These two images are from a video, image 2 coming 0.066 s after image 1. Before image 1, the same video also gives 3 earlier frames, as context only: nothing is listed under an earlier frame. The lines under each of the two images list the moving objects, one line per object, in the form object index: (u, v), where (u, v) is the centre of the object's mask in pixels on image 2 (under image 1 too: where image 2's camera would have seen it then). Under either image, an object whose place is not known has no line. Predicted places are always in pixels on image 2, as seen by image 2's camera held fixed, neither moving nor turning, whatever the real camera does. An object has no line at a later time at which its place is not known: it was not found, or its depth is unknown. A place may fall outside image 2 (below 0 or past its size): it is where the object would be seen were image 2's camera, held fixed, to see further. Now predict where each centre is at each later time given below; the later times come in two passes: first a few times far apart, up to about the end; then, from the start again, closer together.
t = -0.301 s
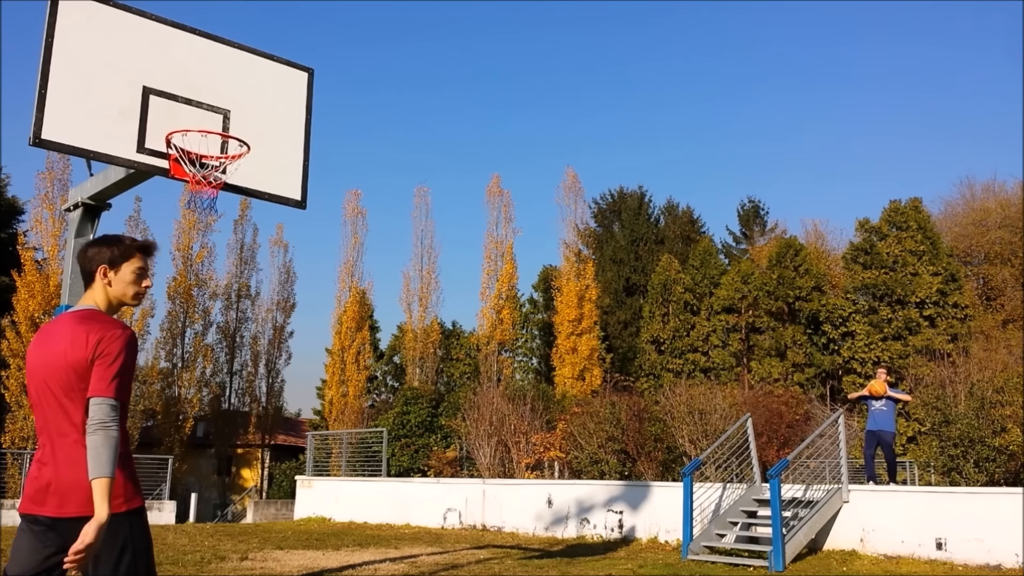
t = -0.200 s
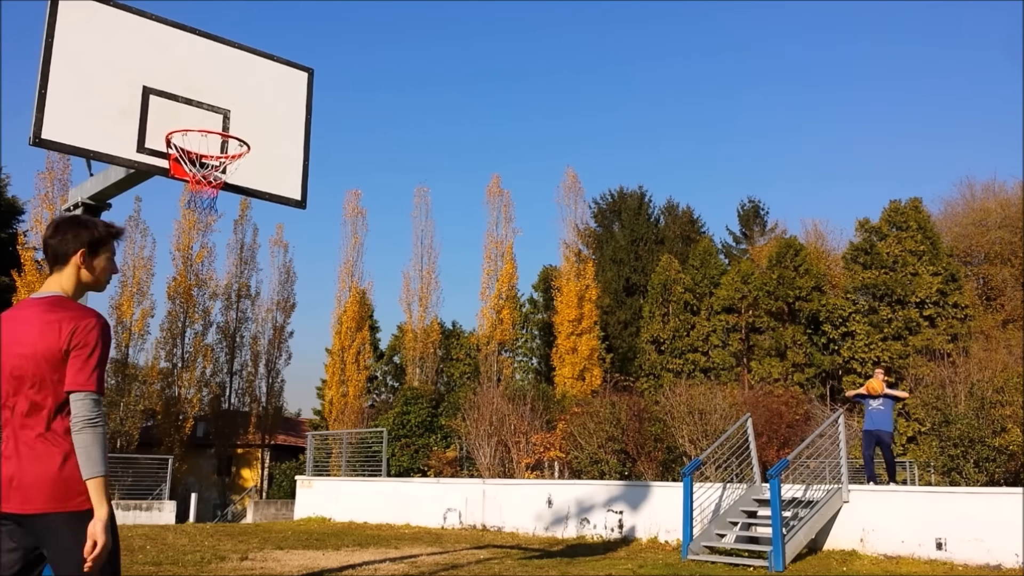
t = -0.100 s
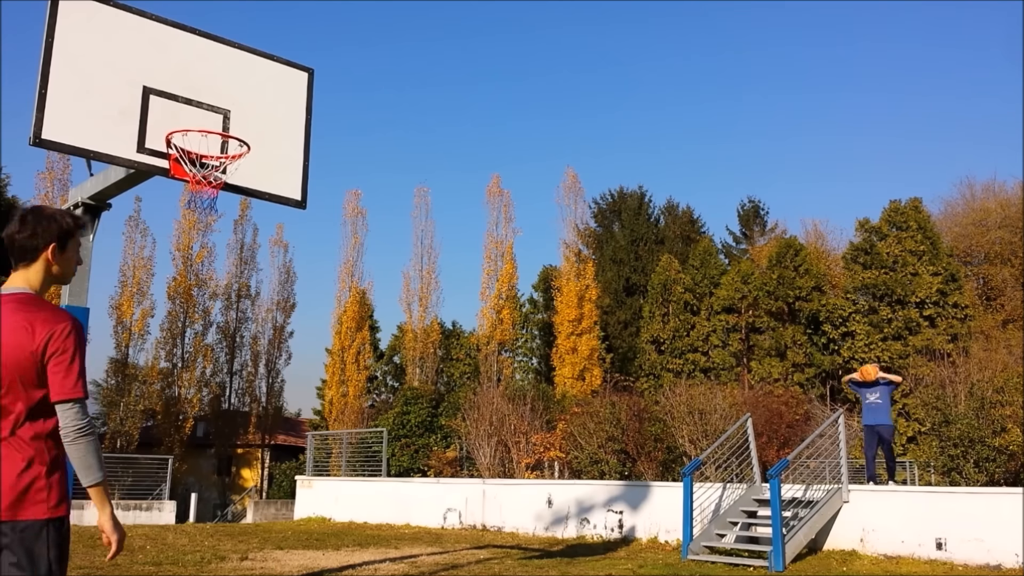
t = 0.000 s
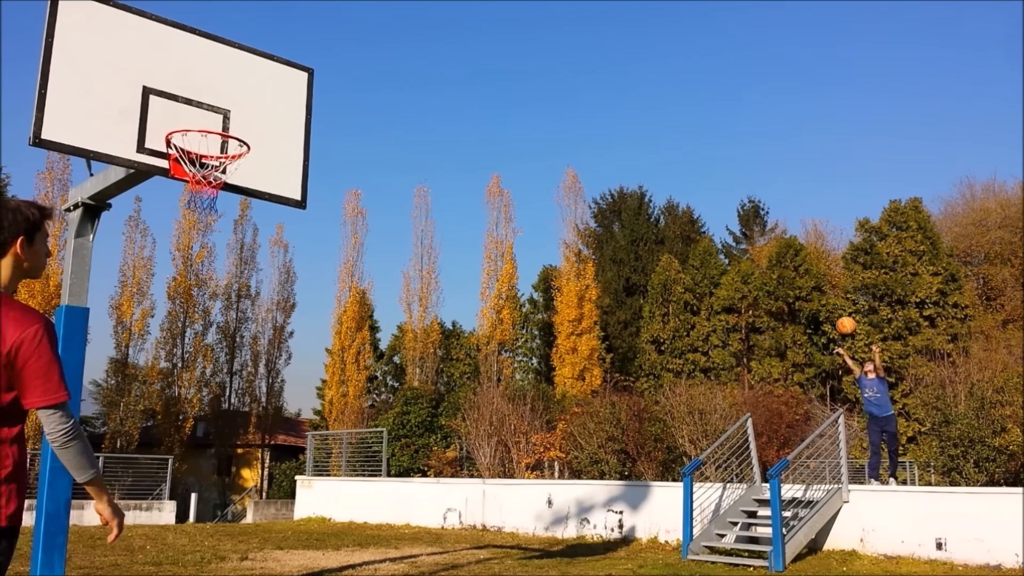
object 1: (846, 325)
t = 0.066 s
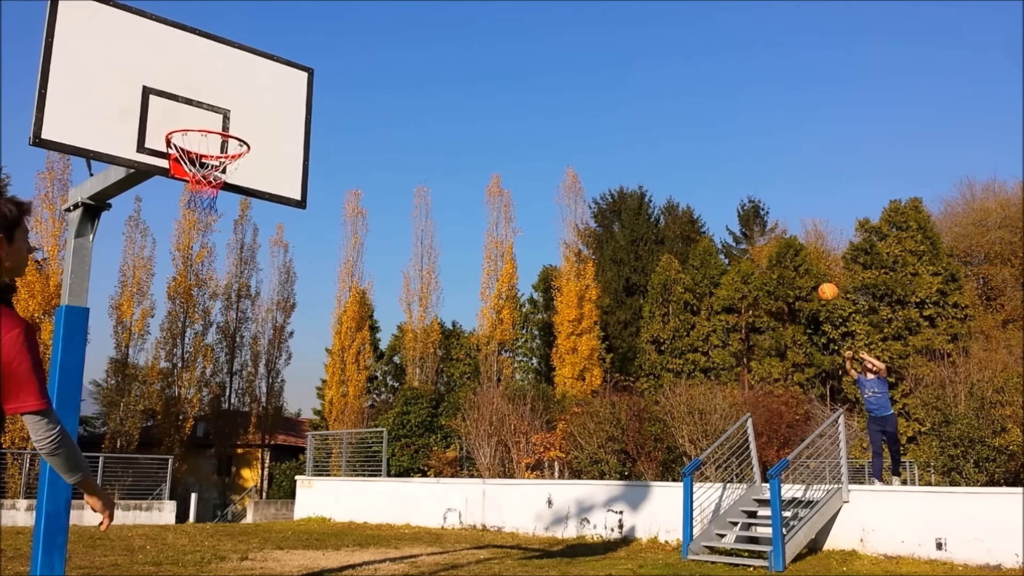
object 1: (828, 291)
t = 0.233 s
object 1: (779, 216)
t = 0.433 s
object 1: (713, 140)
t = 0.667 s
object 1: (618, 78)
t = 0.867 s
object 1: (514, 55)
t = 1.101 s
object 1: (347, 84)
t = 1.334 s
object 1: (177, 168)
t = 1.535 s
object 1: (200, 212)
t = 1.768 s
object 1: (219, 376)
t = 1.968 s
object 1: (226, 570)
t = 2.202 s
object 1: (282, 474)
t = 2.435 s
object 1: (339, 374)
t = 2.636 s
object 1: (379, 353)
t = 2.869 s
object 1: (419, 398)
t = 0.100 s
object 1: (818, 275)
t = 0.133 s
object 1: (808, 259)
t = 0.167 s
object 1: (798, 244)
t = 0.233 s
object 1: (779, 216)
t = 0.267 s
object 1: (768, 202)
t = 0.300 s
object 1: (758, 189)
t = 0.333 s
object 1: (747, 176)
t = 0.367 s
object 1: (736, 163)
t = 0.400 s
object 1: (725, 152)
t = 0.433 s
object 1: (713, 140)
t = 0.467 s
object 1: (700, 130)
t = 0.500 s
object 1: (688, 119)
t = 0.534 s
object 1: (675, 110)
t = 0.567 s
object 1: (662, 101)
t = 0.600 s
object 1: (647, 93)
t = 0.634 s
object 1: (633, 85)
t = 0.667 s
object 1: (618, 78)
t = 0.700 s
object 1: (602, 72)
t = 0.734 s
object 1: (586, 66)
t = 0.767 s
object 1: (569, 62)
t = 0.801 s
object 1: (552, 58)
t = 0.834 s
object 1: (533, 56)
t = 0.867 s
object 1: (514, 55)
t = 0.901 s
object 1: (493, 55)
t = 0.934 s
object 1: (472, 56)
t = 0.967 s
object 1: (450, 58)
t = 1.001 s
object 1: (426, 62)
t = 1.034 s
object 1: (401, 68)
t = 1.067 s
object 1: (375, 75)
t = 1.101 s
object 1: (347, 84)
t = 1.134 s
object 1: (317, 96)
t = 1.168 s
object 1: (286, 109)
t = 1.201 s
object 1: (252, 125)
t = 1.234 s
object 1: (215, 143)
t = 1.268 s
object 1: (177, 156)
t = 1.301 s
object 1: (174, 163)
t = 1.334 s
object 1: (177, 168)
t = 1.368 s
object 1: (181, 169)
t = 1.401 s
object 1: (185, 174)
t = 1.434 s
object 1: (189, 181)
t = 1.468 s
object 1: (193, 190)
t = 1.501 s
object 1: (196, 200)
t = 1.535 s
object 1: (200, 212)
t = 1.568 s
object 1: (206, 242)
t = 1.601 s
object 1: (209, 260)
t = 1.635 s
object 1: (211, 279)
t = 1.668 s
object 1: (214, 301)
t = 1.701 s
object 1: (215, 324)
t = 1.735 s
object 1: (218, 349)
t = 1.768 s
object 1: (219, 376)
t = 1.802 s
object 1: (221, 406)
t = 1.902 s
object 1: (224, 507)
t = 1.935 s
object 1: (225, 545)
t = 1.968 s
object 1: (226, 570)
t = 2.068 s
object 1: (246, 568)
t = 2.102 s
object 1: (255, 548)
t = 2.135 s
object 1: (265, 521)
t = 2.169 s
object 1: (274, 497)
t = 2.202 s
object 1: (282, 474)
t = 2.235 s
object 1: (292, 454)
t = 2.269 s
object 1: (300, 436)
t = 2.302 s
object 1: (309, 420)
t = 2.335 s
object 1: (317, 406)
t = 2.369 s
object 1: (324, 393)
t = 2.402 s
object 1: (332, 383)
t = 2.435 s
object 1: (339, 374)
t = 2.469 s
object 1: (346, 367)
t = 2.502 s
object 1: (354, 361)
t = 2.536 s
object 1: (360, 357)
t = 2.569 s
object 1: (367, 354)
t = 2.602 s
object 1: (373, 353)
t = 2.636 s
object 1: (379, 353)
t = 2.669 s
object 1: (385, 355)
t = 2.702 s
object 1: (391, 359)
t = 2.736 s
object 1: (396, 364)
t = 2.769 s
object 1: (403, 370)
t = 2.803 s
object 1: (408, 377)
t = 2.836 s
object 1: (413, 387)
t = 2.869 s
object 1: (419, 398)
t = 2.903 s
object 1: (424, 410)
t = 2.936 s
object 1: (429, 423)
